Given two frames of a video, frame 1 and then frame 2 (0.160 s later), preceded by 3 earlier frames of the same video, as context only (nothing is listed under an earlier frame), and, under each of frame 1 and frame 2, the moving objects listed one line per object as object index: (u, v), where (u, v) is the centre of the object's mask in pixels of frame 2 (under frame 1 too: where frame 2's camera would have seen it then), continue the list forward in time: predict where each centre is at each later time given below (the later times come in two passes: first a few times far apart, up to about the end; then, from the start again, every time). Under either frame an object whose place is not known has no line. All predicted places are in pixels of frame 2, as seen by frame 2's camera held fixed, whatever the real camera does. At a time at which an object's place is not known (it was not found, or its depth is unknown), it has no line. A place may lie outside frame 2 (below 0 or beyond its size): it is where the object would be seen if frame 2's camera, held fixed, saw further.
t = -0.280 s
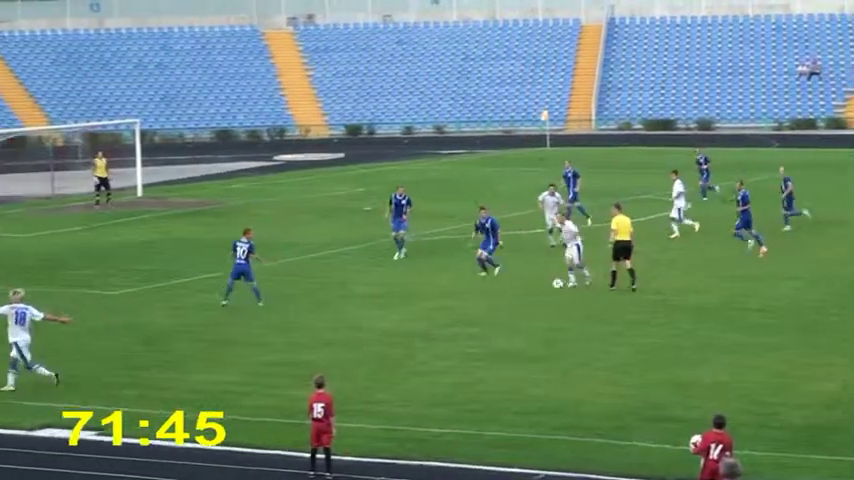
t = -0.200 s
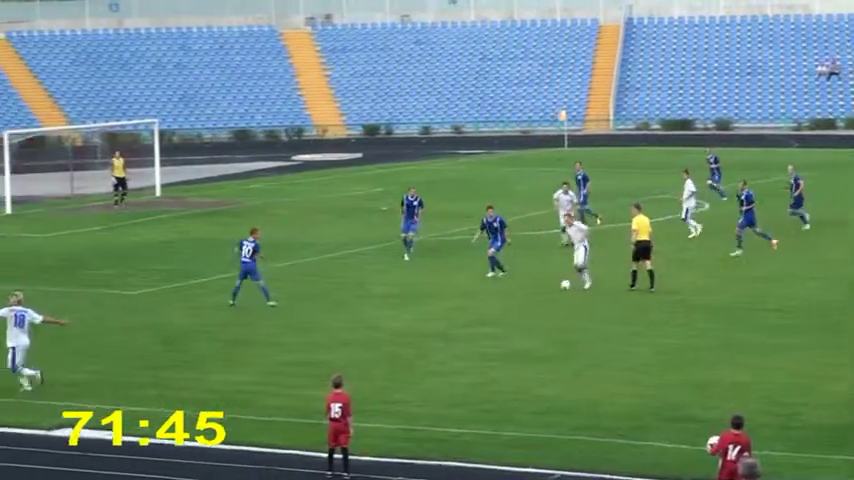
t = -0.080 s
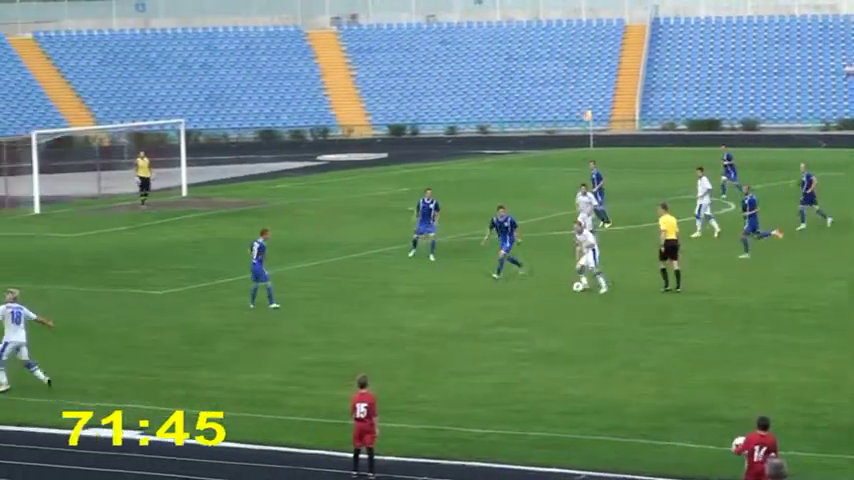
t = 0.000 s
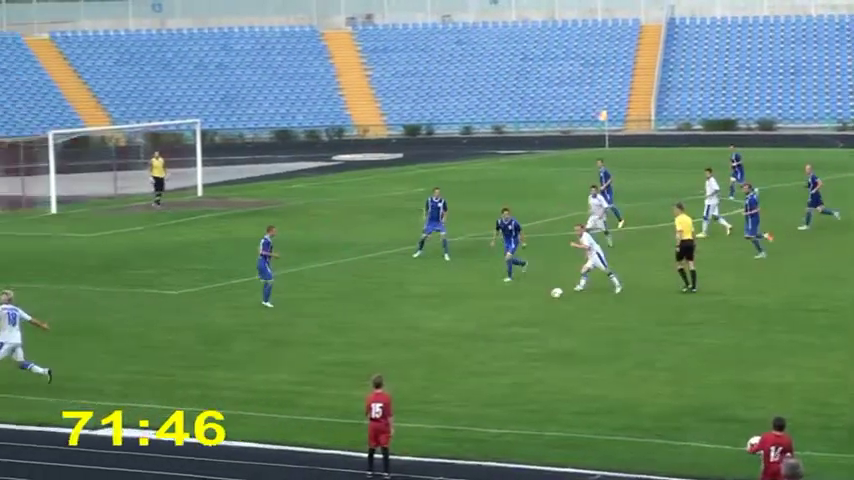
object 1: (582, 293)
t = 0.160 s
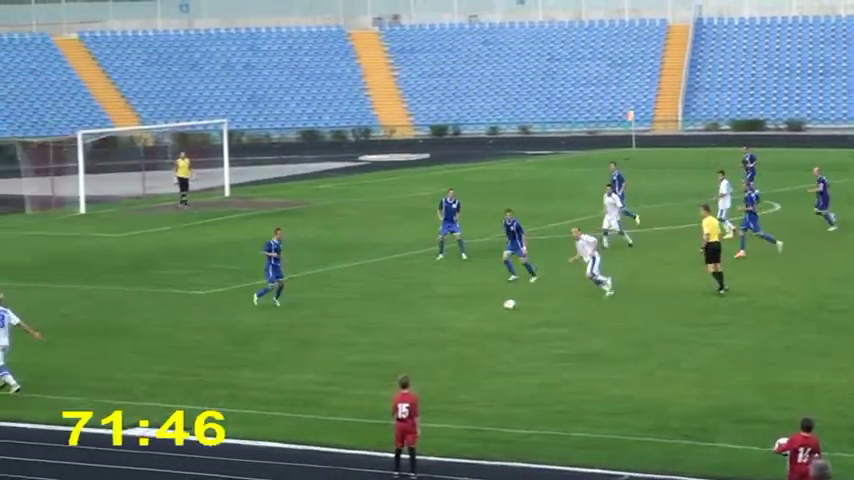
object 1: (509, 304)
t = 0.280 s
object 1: (459, 311)
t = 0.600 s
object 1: (339, 328)
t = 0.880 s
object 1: (252, 342)
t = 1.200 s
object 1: (156, 358)
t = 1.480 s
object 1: (73, 371)
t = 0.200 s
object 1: (492, 306)
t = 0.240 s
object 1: (475, 309)
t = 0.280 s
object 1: (459, 311)
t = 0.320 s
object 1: (442, 313)
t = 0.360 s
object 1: (426, 315)
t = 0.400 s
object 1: (411, 317)
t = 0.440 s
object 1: (397, 320)
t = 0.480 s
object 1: (381, 322)
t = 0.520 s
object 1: (367, 324)
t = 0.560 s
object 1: (353, 326)
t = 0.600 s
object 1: (339, 328)
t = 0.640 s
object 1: (327, 330)
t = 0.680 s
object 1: (314, 332)
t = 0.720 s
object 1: (301, 335)
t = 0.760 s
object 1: (288, 338)
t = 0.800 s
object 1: (276, 339)
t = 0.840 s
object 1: (264, 340)
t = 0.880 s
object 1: (252, 342)
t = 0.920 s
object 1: (240, 344)
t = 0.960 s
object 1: (227, 348)
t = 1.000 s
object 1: (216, 349)
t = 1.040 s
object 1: (204, 352)
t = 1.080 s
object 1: (191, 354)
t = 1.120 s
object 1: (179, 356)
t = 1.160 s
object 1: (167, 358)
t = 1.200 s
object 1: (156, 358)
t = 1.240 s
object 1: (144, 360)
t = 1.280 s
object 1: (132, 362)
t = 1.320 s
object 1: (120, 364)
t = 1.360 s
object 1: (108, 366)
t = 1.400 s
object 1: (97, 367)
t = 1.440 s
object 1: (85, 369)
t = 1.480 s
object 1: (73, 371)
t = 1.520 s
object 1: (61, 373)
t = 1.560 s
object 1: (49, 375)
